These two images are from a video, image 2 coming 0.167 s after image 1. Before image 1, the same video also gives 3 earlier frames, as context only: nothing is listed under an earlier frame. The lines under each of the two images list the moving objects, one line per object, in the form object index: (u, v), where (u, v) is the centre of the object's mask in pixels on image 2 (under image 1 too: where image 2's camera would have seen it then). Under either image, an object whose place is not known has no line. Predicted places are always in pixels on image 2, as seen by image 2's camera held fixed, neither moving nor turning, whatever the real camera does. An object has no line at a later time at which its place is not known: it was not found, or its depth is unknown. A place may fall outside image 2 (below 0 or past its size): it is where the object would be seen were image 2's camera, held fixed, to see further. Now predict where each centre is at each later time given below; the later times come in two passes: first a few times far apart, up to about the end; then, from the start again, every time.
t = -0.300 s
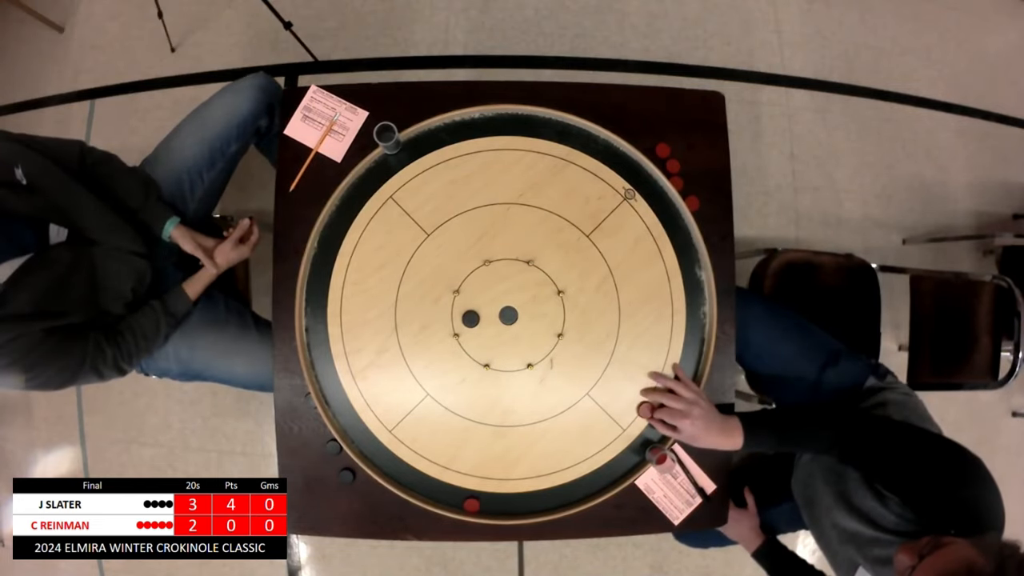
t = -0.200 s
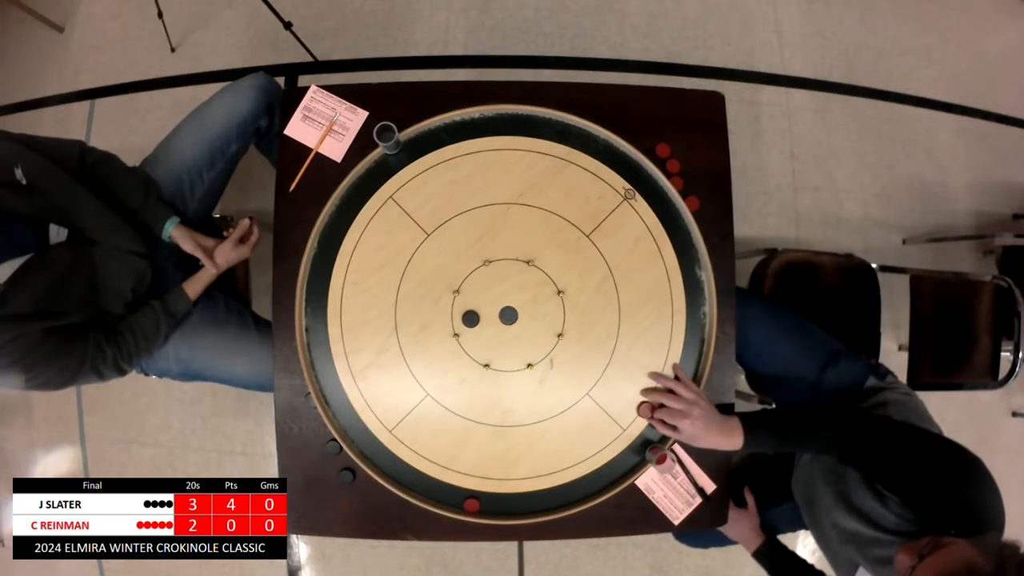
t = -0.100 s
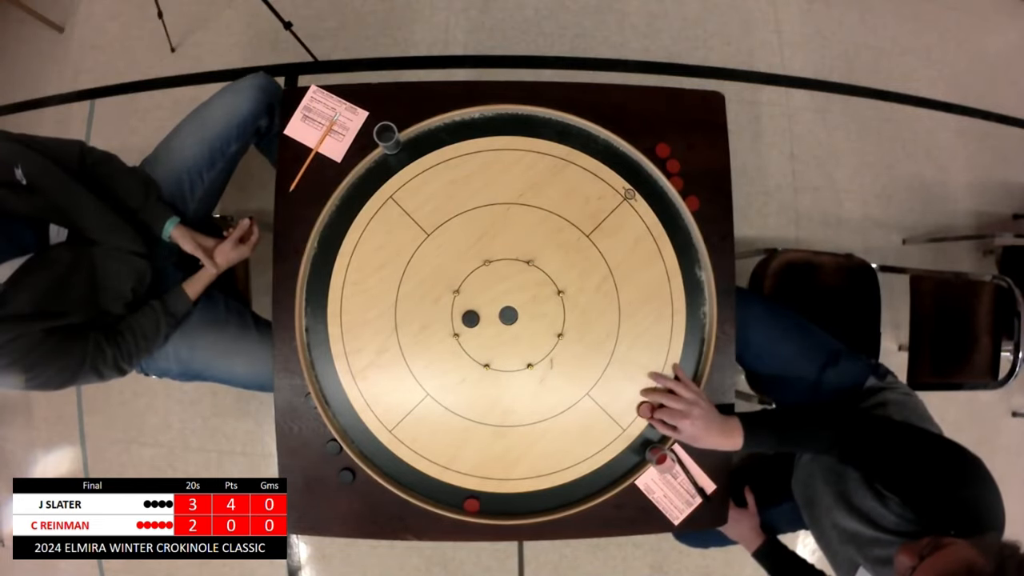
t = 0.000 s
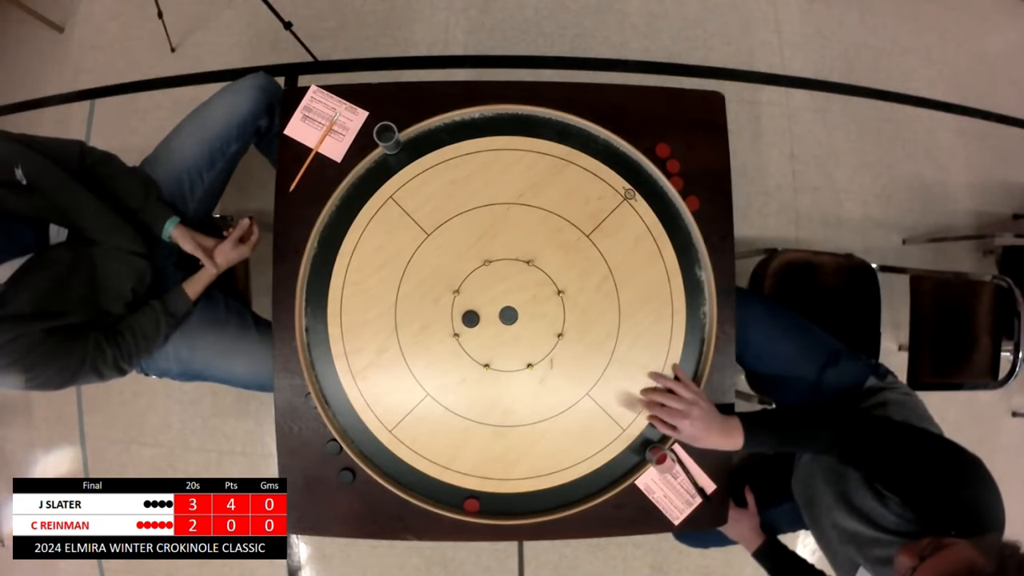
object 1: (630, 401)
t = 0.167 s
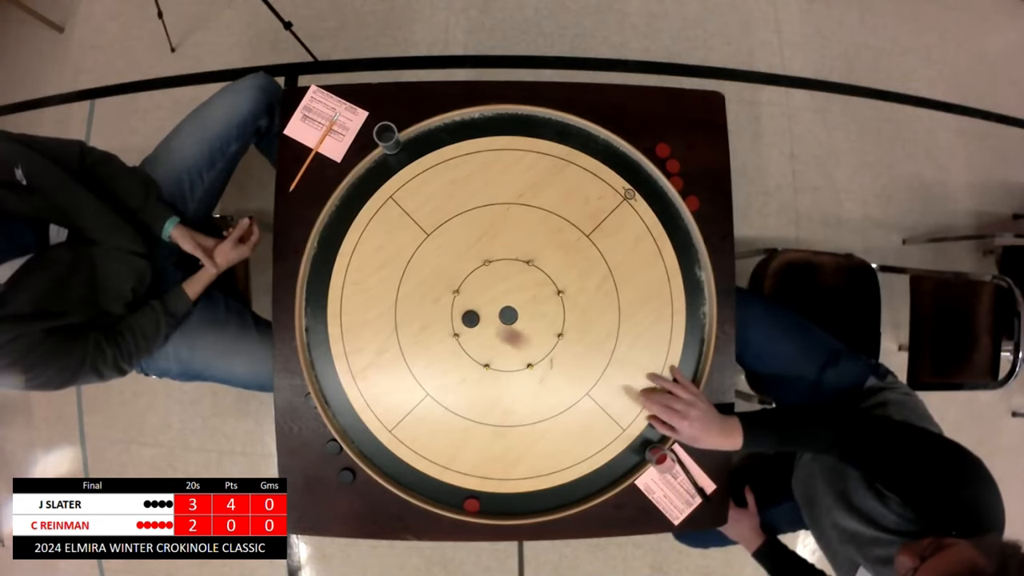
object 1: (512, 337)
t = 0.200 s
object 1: (489, 323)
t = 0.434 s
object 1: (487, 300)
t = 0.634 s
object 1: (487, 300)
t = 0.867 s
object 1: (487, 299)
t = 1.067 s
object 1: (487, 300)
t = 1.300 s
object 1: (487, 300)
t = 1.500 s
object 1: (487, 300)
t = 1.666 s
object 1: (487, 300)
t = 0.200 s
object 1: (489, 323)
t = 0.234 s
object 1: (487, 318)
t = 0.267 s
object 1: (487, 313)
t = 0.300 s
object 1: (487, 309)
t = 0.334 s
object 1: (487, 305)
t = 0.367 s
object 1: (487, 303)
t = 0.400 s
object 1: (487, 301)
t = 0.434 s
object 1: (487, 300)
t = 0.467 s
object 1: (487, 300)
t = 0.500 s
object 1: (487, 300)
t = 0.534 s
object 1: (487, 300)
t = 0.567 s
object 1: (487, 300)
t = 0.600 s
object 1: (487, 300)
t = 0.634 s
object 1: (487, 300)
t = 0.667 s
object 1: (487, 299)
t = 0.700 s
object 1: (487, 299)
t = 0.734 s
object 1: (487, 299)
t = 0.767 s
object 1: (487, 300)
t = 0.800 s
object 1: (487, 300)
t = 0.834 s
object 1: (487, 299)
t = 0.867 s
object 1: (487, 299)
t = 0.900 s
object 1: (487, 299)
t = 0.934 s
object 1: (487, 300)
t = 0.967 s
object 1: (487, 300)
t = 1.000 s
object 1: (487, 300)
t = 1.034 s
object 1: (487, 300)
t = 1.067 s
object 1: (487, 300)
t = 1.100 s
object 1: (487, 300)
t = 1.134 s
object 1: (487, 300)
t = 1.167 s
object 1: (487, 300)
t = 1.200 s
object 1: (487, 300)
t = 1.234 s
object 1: (487, 300)
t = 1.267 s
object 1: (487, 300)
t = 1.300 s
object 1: (487, 300)
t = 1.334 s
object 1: (487, 300)
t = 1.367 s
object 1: (487, 300)
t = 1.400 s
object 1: (487, 299)
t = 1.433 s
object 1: (487, 300)
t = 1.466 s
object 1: (487, 300)
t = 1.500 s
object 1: (487, 300)
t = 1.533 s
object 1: (487, 300)
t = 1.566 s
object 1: (487, 300)
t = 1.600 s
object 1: (487, 300)
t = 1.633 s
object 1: (487, 300)
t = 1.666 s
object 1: (487, 300)
